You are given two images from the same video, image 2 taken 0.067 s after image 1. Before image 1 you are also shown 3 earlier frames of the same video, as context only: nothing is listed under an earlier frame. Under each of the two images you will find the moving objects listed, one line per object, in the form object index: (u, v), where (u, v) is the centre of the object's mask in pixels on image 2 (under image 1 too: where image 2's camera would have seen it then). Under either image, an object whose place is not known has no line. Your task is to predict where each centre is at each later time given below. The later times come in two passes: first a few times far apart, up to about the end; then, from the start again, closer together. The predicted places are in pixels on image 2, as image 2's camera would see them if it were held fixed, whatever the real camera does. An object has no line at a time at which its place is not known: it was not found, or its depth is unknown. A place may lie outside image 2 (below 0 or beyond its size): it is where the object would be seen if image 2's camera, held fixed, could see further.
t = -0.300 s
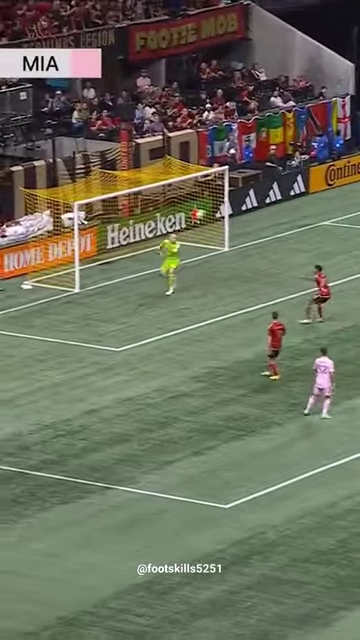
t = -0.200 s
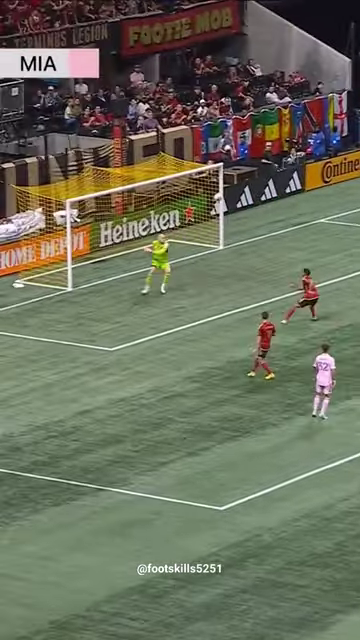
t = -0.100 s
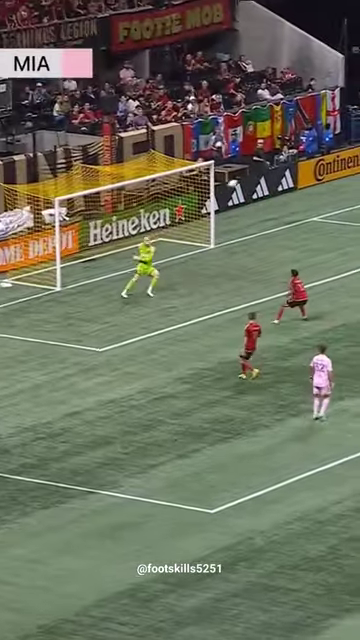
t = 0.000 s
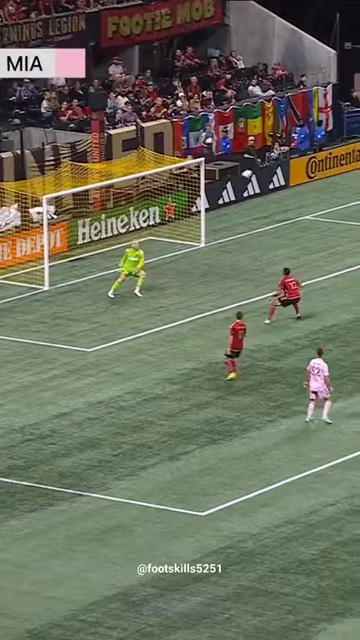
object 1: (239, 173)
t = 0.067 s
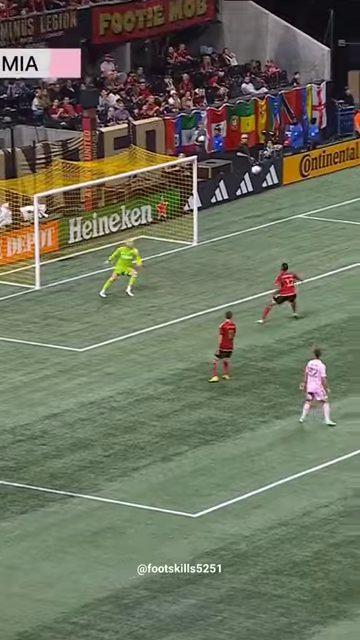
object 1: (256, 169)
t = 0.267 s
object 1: (305, 170)
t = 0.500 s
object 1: (359, 192)
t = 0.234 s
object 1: (298, 169)
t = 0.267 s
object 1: (305, 170)
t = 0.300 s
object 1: (312, 172)
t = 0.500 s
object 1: (359, 192)
